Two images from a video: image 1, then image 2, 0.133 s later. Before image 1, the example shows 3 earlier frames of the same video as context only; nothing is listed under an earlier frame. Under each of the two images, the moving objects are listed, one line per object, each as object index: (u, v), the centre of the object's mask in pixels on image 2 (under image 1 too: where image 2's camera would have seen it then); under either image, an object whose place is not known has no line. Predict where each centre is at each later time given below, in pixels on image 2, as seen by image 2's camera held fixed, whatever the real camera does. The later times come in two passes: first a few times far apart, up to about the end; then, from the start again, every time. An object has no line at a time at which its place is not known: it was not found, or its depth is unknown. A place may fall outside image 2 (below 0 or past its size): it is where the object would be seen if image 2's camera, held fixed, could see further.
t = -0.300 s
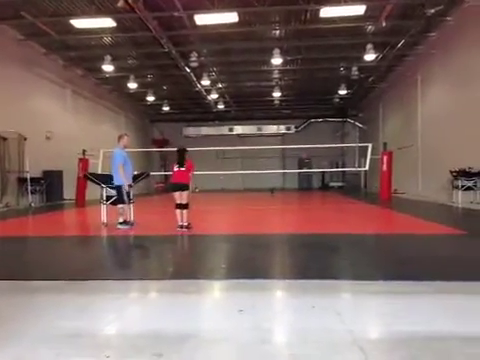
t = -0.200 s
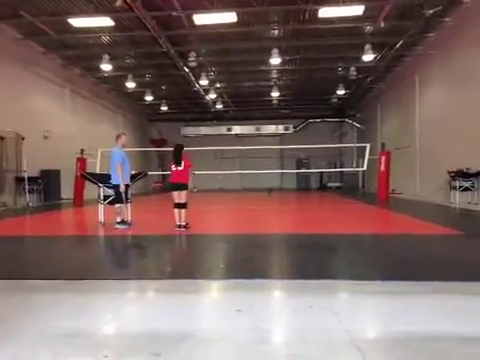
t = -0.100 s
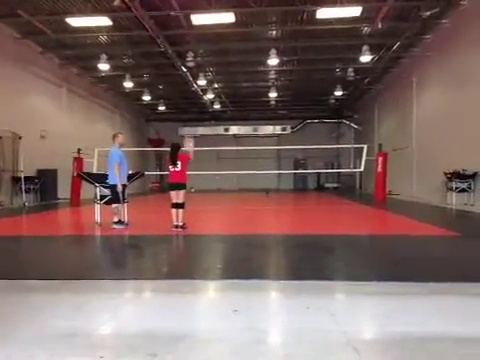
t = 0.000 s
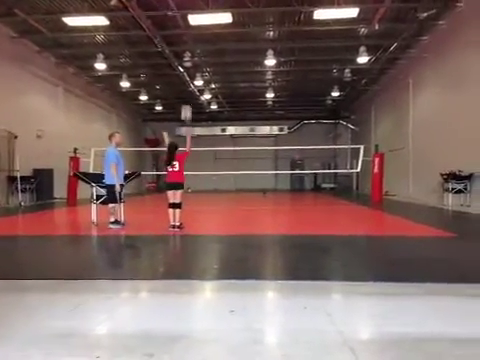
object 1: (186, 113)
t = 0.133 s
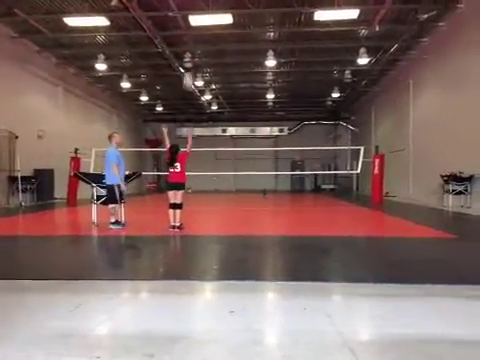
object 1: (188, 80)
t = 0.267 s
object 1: (189, 55)
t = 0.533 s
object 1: (192, 34)
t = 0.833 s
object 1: (196, 54)
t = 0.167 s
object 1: (188, 71)
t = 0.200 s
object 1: (188, 66)
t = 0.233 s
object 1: (188, 60)
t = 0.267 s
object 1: (189, 55)
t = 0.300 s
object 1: (189, 50)
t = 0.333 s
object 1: (190, 46)
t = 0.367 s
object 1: (190, 43)
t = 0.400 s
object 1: (190, 40)
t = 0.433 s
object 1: (190, 38)
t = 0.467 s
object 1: (191, 36)
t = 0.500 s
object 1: (192, 35)
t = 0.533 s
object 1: (192, 34)
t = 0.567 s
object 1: (192, 34)
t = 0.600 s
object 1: (193, 35)
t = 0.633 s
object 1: (193, 35)
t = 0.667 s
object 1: (194, 37)
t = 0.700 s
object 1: (194, 39)
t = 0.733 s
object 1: (194, 41)
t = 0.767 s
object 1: (195, 45)
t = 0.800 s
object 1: (196, 49)
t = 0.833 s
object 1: (196, 54)
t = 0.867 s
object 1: (197, 58)
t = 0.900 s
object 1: (196, 63)
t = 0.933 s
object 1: (197, 70)
